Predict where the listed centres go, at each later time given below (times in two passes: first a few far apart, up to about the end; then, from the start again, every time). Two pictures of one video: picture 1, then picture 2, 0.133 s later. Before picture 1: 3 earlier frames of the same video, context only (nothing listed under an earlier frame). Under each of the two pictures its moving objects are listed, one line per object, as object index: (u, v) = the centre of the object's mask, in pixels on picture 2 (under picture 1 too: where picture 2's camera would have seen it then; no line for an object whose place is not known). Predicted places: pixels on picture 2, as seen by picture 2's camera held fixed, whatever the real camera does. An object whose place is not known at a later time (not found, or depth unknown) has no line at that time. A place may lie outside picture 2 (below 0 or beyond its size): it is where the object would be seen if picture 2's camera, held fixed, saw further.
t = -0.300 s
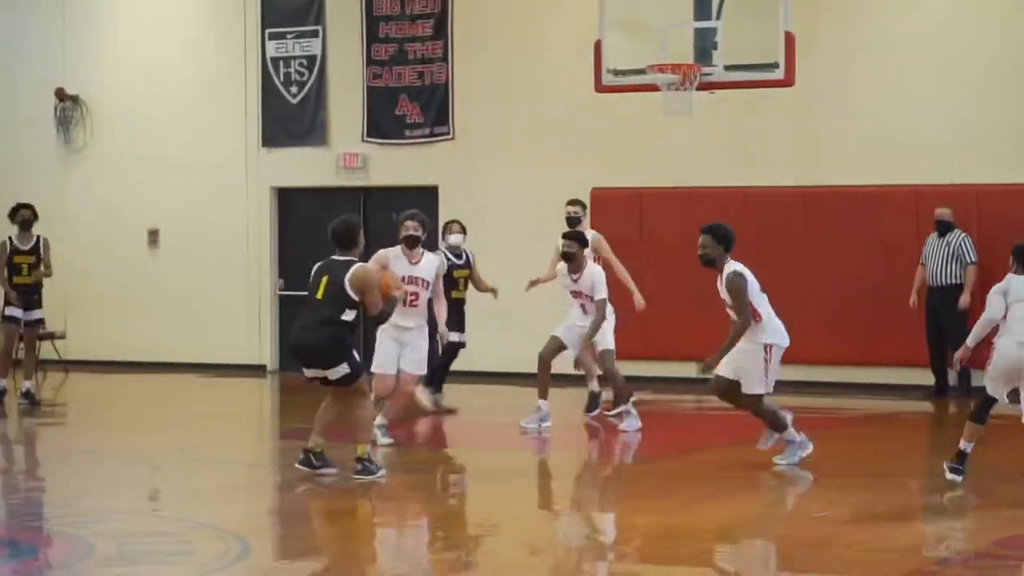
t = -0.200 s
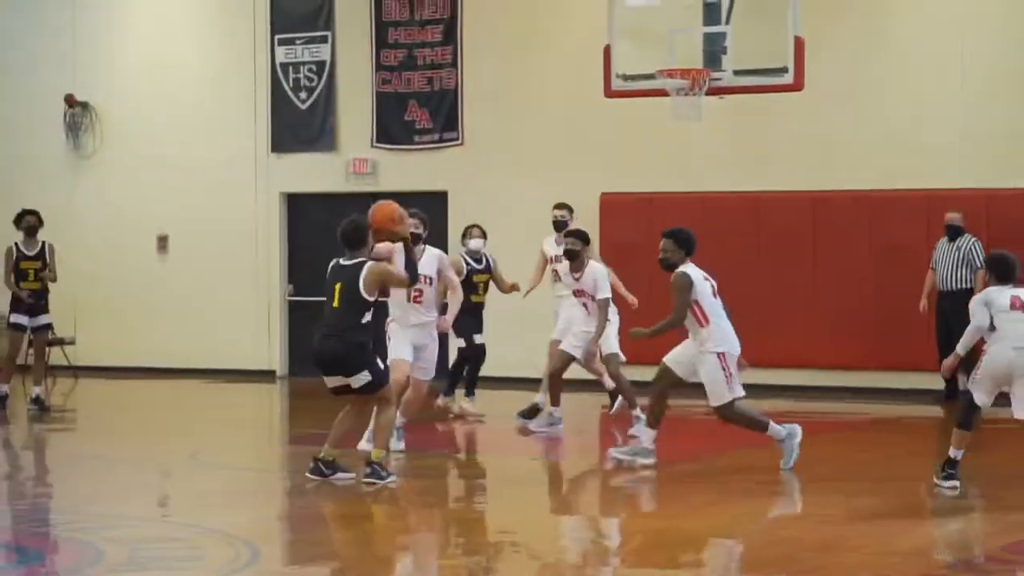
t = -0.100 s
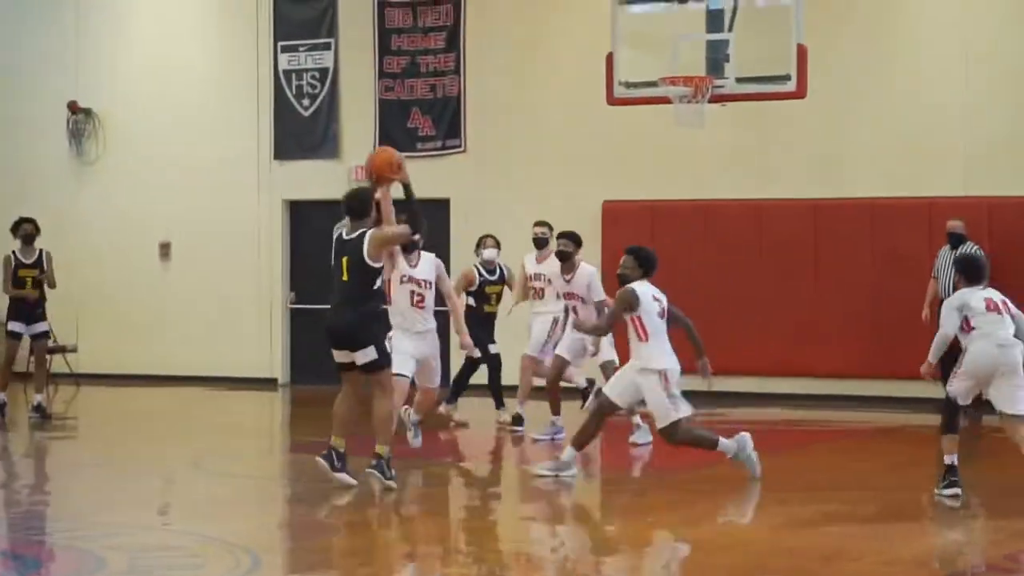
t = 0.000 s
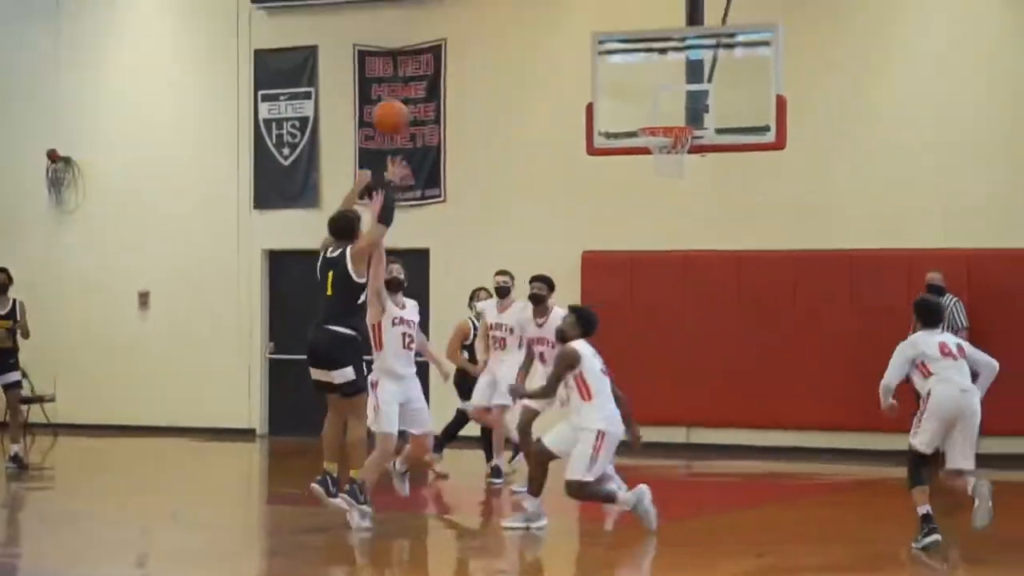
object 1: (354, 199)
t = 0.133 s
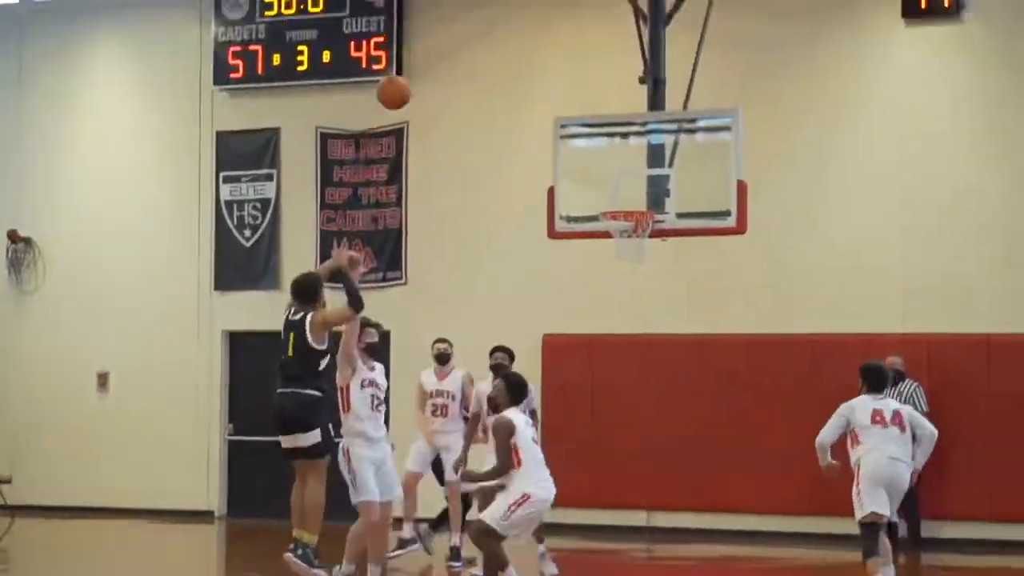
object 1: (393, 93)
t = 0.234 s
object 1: (422, 33)
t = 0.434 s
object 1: (471, -37)
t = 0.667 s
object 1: (523, -43)
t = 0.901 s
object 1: (568, 10)
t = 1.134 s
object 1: (606, 121)
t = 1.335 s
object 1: (634, 247)
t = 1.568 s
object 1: (633, 310)
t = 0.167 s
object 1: (403, 70)
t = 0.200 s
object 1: (413, 51)
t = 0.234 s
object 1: (422, 33)
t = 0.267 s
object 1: (431, 17)
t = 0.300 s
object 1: (440, 3)
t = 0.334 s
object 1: (448, -10)
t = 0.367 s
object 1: (456, -20)
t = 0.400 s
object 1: (464, -29)
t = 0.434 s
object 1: (471, -37)
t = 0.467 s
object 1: (479, -43)
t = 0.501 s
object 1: (487, -47)
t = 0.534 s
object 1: (494, -50)
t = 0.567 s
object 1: (502, -50)
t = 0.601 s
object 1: (509, -48)
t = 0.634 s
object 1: (516, -46)
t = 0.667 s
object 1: (523, -43)
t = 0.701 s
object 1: (530, -39)
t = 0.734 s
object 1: (536, -35)
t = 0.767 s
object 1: (542, -29)
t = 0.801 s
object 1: (549, -23)
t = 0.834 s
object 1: (555, -13)
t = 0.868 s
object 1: (561, -2)
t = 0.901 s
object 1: (568, 10)
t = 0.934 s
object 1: (574, 22)
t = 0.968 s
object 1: (579, 36)
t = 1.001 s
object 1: (585, 51)
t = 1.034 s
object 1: (591, 67)
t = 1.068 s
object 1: (596, 84)
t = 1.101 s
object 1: (601, 102)
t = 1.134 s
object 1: (606, 121)
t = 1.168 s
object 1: (612, 141)
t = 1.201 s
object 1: (616, 161)
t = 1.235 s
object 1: (621, 183)
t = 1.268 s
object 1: (626, 204)
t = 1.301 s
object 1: (628, 235)
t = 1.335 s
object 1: (634, 247)
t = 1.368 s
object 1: (632, 249)
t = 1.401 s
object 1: (632, 256)
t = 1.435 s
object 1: (632, 264)
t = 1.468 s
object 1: (633, 274)
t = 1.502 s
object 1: (633, 285)
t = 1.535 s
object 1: (633, 297)
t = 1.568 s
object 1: (633, 310)
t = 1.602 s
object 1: (633, 324)
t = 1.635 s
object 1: (634, 337)
